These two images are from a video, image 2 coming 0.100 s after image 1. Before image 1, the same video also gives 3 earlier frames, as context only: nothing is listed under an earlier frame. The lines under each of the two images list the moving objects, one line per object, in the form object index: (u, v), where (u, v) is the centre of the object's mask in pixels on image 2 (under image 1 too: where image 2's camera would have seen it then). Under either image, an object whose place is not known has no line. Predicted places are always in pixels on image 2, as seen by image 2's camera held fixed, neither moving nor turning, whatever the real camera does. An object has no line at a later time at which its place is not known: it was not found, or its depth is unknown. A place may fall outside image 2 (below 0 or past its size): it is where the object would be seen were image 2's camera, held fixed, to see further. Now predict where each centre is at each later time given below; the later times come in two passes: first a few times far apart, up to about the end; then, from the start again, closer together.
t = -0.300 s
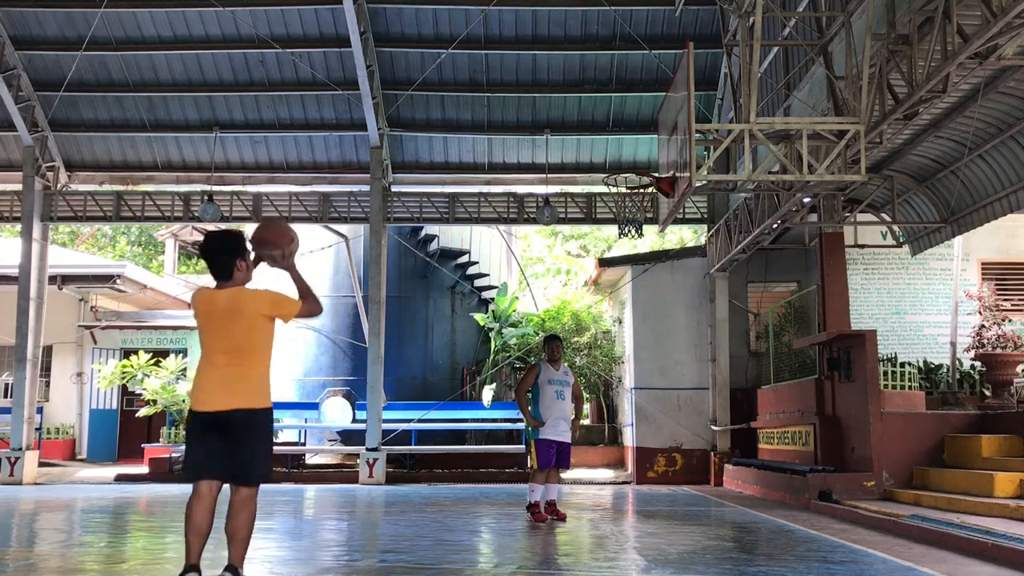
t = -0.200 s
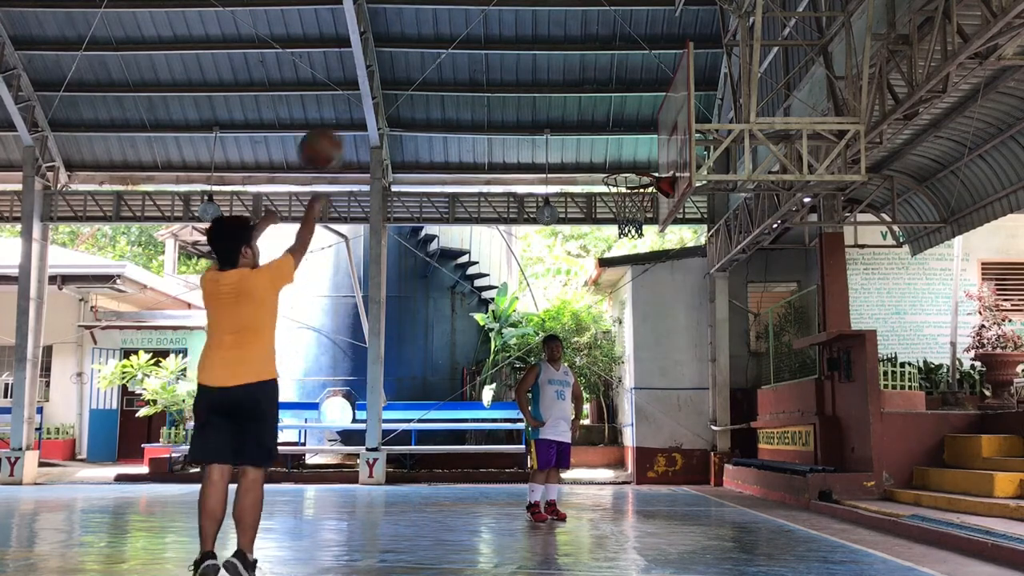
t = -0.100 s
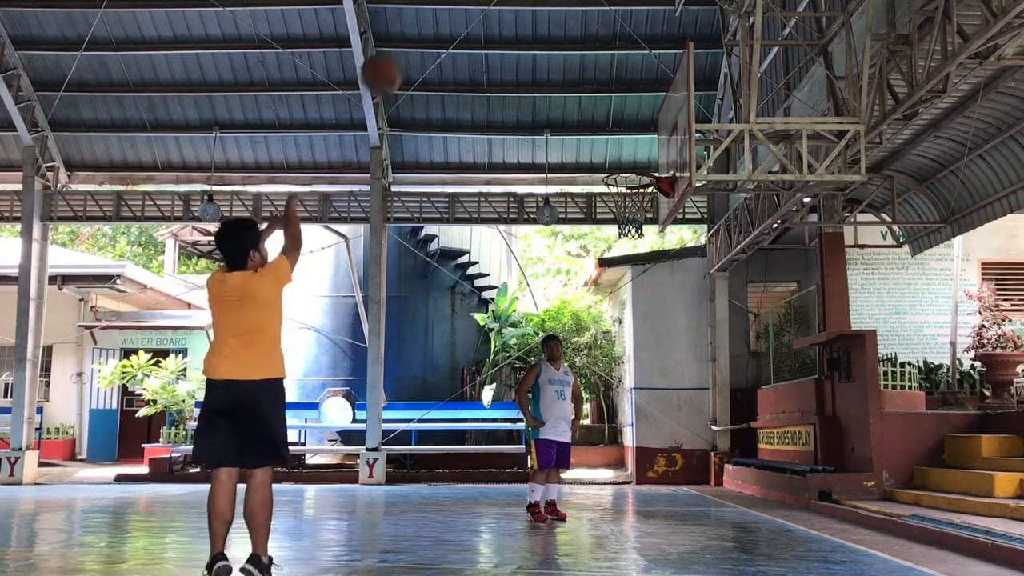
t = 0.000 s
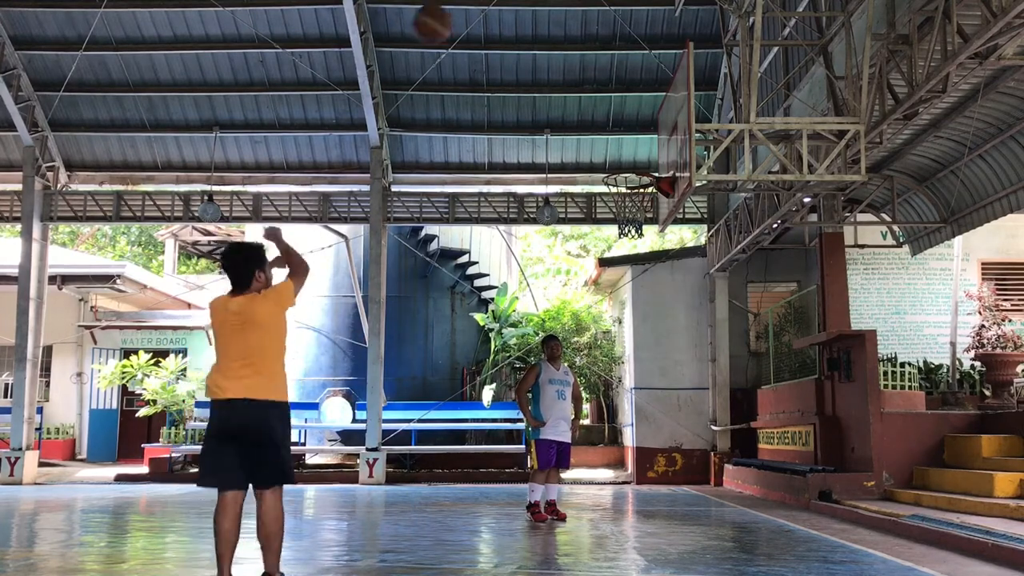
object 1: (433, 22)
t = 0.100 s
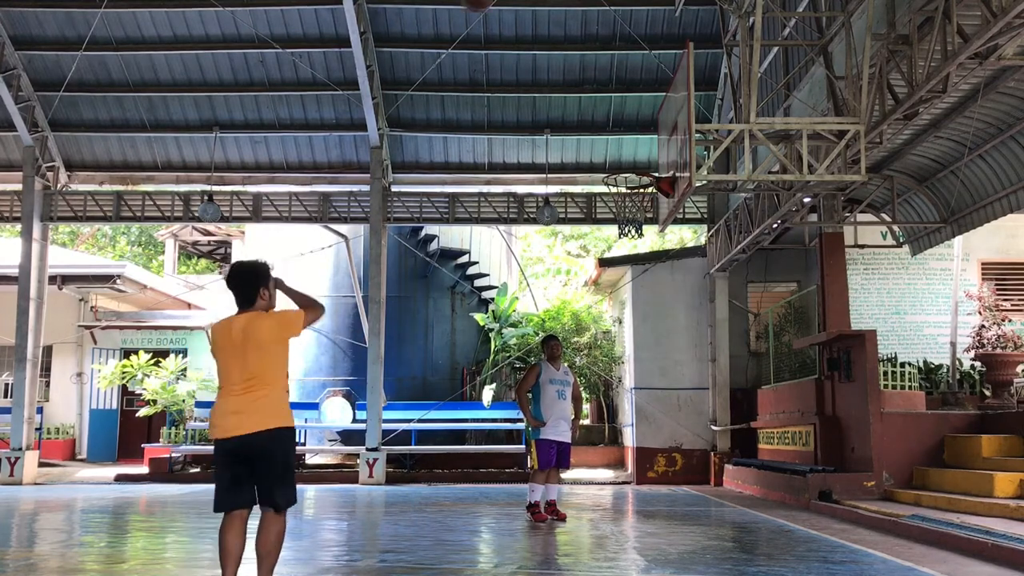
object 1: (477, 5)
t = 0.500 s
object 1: (609, 13)
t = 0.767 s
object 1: (654, 107)
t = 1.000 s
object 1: (601, 166)
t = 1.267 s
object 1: (559, 180)
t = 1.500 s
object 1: (523, 249)
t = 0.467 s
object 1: (601, 8)
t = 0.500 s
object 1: (609, 13)
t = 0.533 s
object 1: (619, 23)
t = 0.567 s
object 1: (627, 34)
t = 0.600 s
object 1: (636, 44)
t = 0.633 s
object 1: (644, 57)
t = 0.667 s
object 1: (653, 71)
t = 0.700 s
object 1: (659, 83)
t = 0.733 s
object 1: (663, 97)
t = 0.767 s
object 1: (654, 107)
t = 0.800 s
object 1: (645, 118)
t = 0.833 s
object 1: (637, 130)
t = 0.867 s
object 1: (628, 143)
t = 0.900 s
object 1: (620, 156)
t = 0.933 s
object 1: (612, 172)
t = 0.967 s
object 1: (605, 170)
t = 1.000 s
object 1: (601, 166)
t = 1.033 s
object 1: (596, 164)
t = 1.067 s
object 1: (590, 163)
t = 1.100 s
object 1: (585, 163)
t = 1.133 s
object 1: (579, 164)
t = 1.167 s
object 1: (574, 166)
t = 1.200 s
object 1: (569, 169)
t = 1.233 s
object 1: (564, 174)
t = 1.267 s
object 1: (559, 180)
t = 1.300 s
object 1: (553, 186)
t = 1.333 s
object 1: (548, 193)
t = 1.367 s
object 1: (543, 203)
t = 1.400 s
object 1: (538, 211)
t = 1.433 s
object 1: (533, 223)
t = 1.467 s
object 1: (528, 236)
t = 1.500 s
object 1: (523, 249)
